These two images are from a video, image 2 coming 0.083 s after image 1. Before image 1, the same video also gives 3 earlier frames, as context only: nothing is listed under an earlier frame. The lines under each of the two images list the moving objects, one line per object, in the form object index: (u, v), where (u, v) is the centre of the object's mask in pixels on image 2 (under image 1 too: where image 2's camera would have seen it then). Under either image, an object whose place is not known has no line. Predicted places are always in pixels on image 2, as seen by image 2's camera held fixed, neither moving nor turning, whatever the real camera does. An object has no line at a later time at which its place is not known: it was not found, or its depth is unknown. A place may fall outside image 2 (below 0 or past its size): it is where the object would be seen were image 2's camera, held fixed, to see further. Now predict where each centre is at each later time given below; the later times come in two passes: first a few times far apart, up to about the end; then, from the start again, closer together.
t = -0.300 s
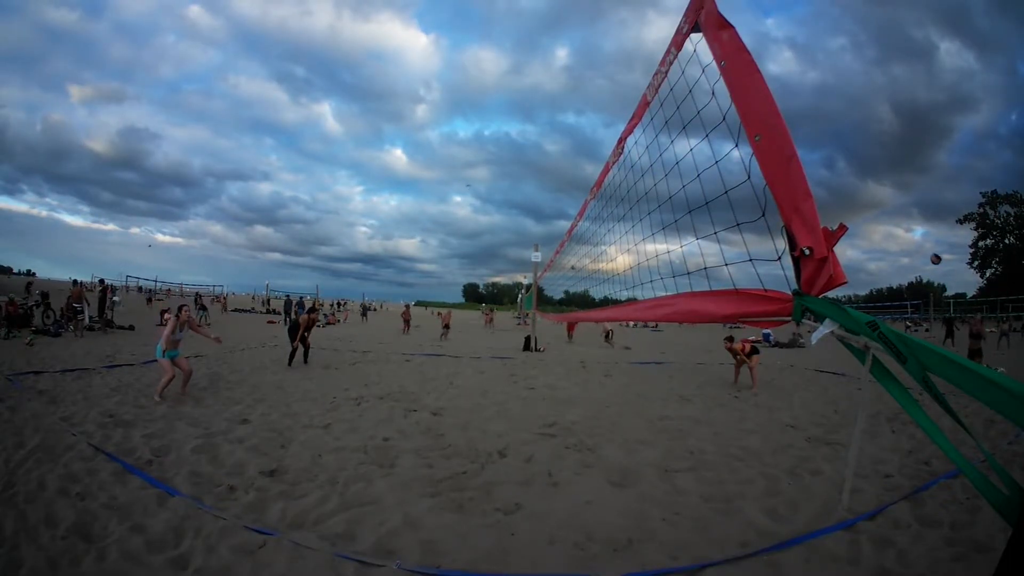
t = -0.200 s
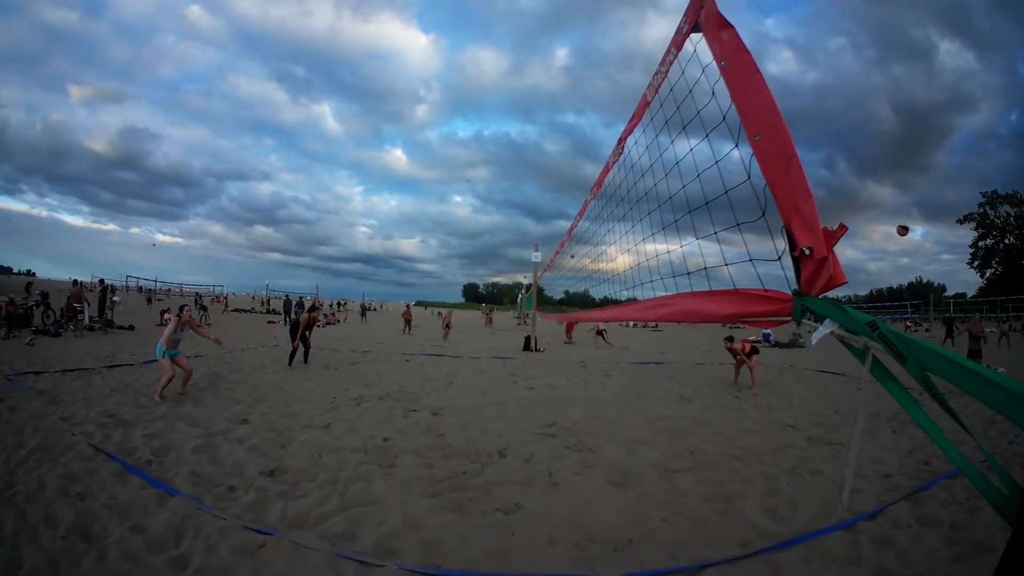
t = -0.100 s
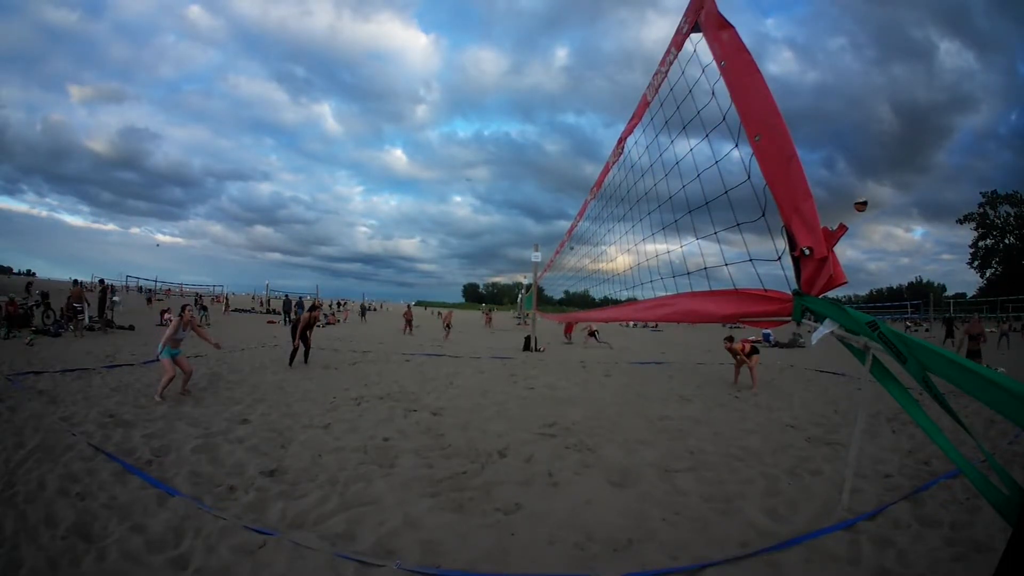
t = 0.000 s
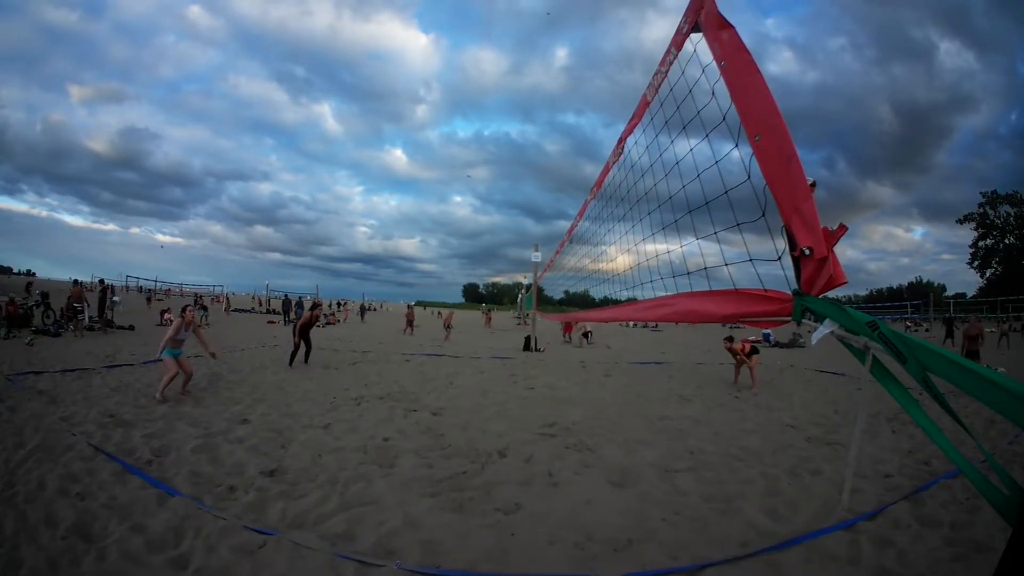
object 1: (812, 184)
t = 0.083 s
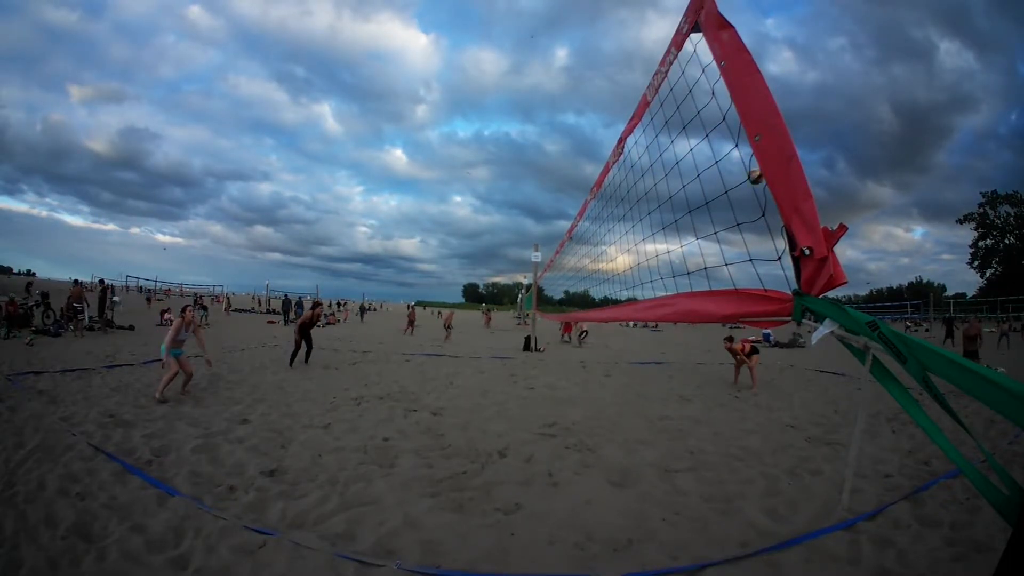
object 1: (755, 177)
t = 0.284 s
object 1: (592, 180)
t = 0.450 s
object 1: (443, 221)
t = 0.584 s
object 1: (333, 268)
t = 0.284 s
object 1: (592, 180)
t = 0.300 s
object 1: (580, 184)
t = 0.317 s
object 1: (564, 187)
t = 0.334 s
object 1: (549, 190)
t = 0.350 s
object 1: (534, 194)
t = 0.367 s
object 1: (519, 198)
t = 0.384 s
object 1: (503, 202)
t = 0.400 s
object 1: (488, 206)
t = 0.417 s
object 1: (473, 211)
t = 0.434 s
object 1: (458, 216)
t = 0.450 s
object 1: (443, 221)
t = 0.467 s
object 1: (429, 226)
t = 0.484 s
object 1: (414, 232)
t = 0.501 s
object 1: (400, 237)
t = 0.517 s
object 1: (386, 243)
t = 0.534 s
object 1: (373, 249)
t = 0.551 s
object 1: (358, 256)
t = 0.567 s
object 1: (346, 262)
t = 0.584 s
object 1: (333, 268)
